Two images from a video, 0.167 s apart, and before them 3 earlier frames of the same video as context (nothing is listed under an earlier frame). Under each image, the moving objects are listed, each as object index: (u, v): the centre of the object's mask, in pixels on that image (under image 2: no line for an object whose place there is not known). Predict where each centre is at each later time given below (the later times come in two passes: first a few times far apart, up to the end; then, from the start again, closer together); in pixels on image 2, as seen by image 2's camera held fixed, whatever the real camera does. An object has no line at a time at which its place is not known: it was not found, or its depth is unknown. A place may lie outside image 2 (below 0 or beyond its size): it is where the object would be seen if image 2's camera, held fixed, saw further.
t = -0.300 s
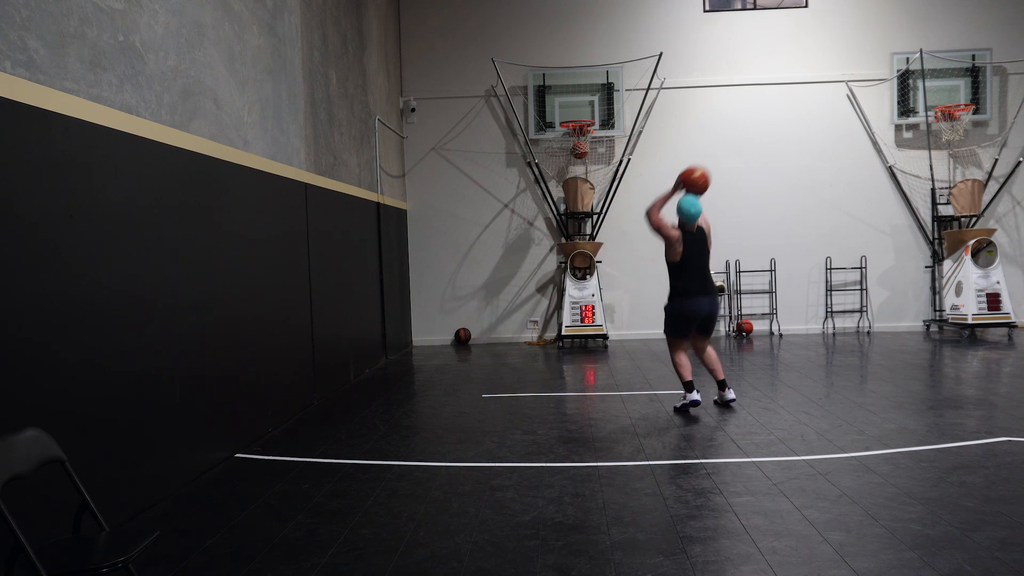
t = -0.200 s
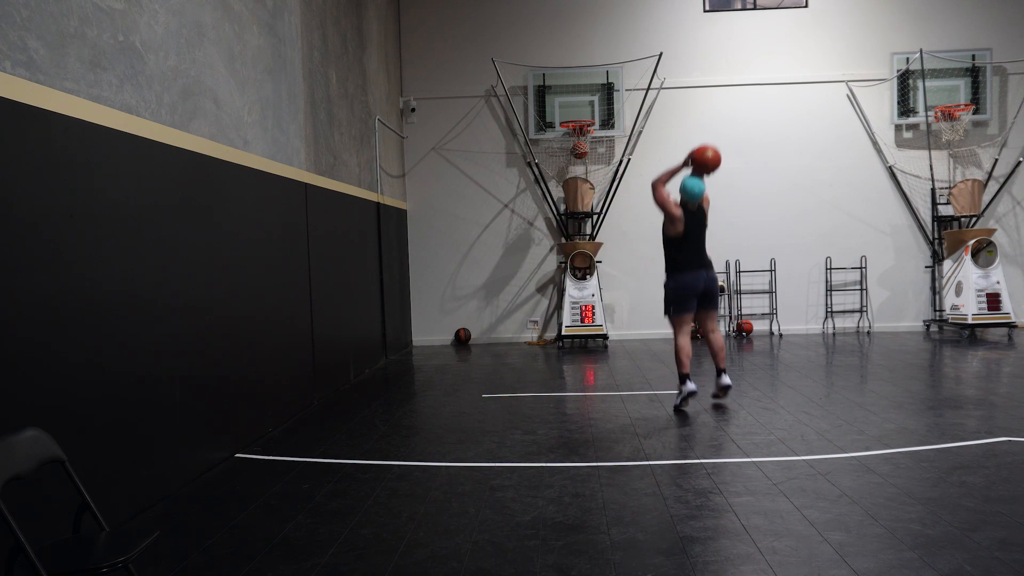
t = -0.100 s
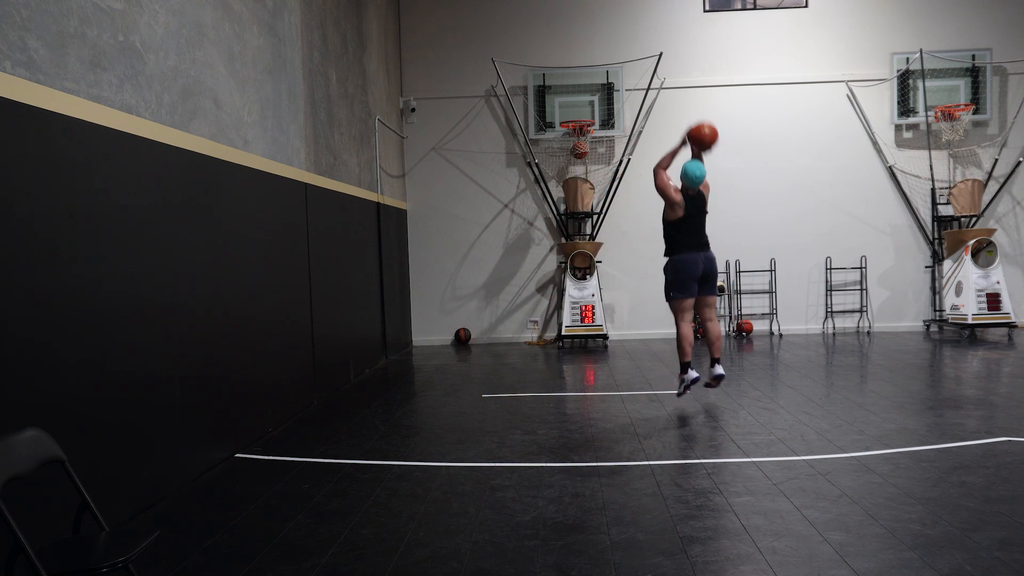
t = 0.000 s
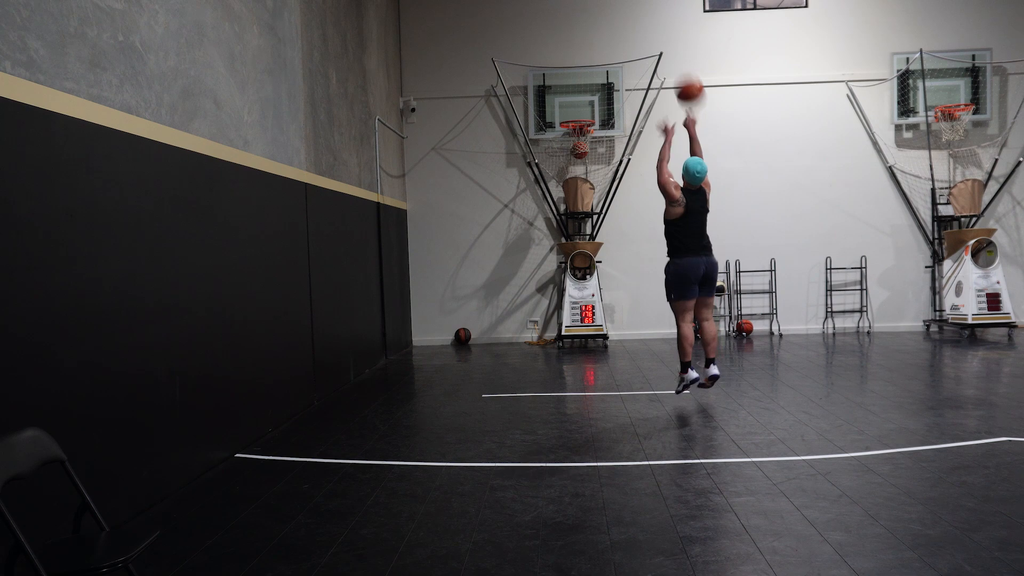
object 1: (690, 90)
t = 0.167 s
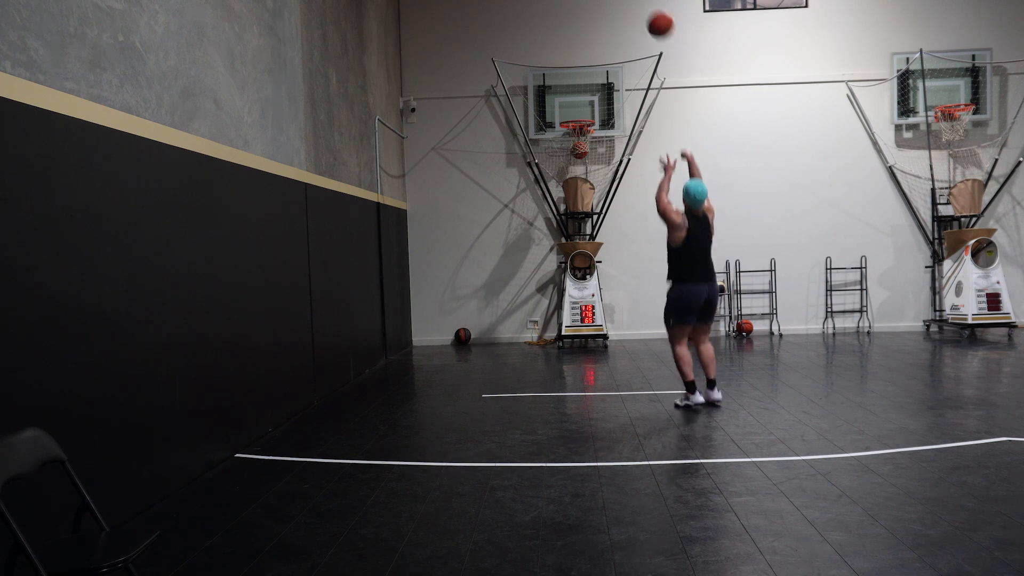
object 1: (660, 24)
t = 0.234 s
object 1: (650, 10)
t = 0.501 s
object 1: (619, 4)
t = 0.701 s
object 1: (602, 28)
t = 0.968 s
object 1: (587, 105)
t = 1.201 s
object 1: (583, 106)
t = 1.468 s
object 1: (609, 109)
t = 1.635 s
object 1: (626, 133)
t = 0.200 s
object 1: (655, 15)
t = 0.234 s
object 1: (650, 10)
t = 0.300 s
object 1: (641, 5)
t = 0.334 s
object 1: (636, 4)
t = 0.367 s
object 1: (632, 3)
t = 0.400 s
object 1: (628, 2)
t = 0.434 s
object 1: (625, 2)
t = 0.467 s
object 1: (622, 3)
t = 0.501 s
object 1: (619, 4)
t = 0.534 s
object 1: (616, 5)
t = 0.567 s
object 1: (613, 7)
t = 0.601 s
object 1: (610, 10)
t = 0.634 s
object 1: (607, 15)
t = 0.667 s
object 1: (605, 21)
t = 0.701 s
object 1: (602, 28)
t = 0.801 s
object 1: (596, 52)
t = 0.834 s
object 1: (594, 61)
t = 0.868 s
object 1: (592, 73)
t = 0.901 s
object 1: (591, 83)
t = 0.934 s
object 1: (589, 93)
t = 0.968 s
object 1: (587, 105)
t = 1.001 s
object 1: (586, 114)
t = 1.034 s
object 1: (577, 116)
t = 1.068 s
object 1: (571, 119)
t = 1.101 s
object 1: (573, 114)
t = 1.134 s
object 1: (577, 112)
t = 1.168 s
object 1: (580, 109)
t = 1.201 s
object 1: (583, 106)
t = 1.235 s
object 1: (586, 104)
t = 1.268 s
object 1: (589, 102)
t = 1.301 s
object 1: (593, 101)
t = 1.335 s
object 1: (596, 101)
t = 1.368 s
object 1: (599, 102)
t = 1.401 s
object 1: (602, 103)
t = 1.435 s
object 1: (606, 106)
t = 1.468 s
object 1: (609, 109)
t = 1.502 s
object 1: (613, 113)
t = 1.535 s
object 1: (616, 117)
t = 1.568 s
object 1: (619, 123)
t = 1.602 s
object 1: (622, 128)
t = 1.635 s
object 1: (626, 133)
